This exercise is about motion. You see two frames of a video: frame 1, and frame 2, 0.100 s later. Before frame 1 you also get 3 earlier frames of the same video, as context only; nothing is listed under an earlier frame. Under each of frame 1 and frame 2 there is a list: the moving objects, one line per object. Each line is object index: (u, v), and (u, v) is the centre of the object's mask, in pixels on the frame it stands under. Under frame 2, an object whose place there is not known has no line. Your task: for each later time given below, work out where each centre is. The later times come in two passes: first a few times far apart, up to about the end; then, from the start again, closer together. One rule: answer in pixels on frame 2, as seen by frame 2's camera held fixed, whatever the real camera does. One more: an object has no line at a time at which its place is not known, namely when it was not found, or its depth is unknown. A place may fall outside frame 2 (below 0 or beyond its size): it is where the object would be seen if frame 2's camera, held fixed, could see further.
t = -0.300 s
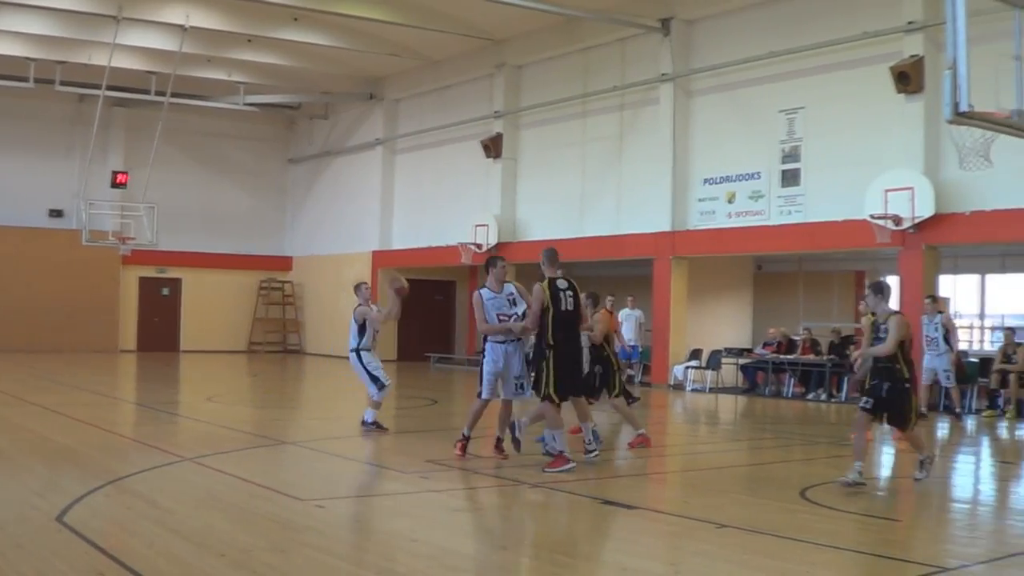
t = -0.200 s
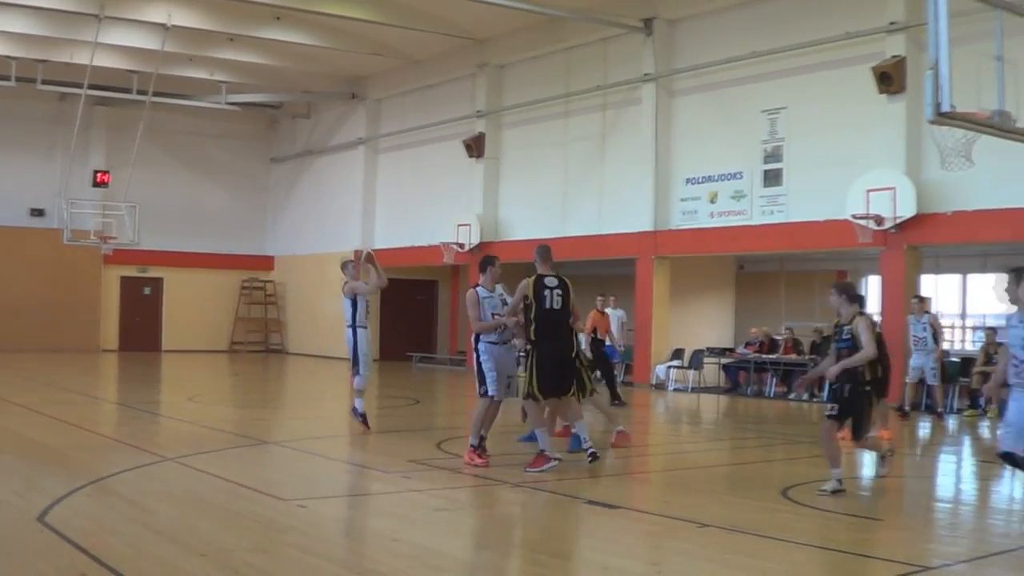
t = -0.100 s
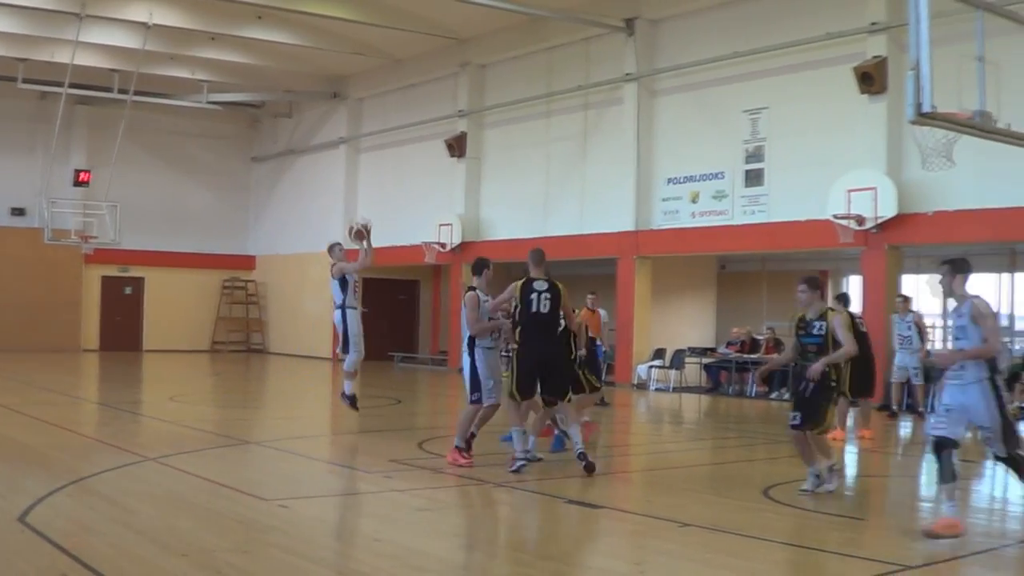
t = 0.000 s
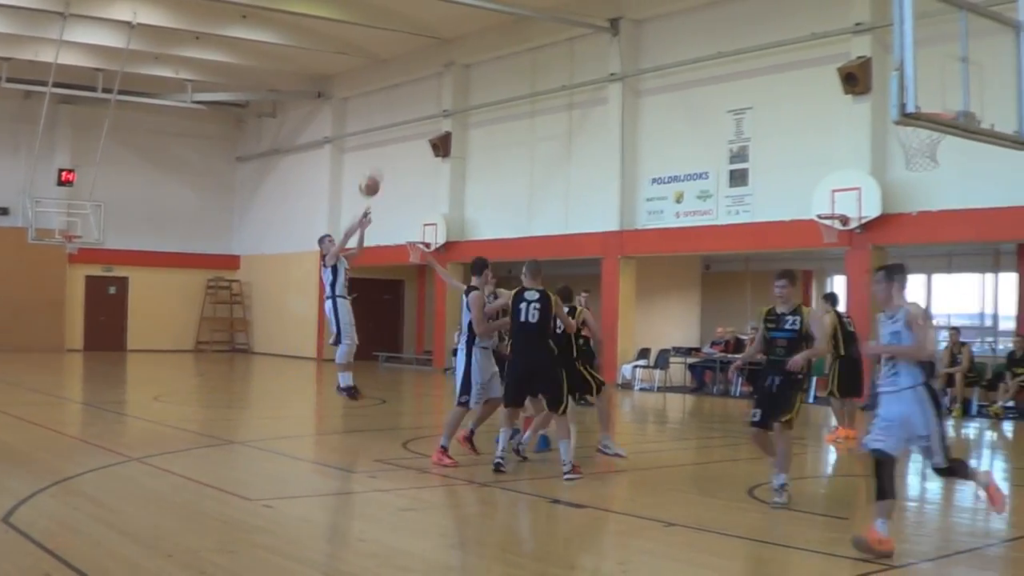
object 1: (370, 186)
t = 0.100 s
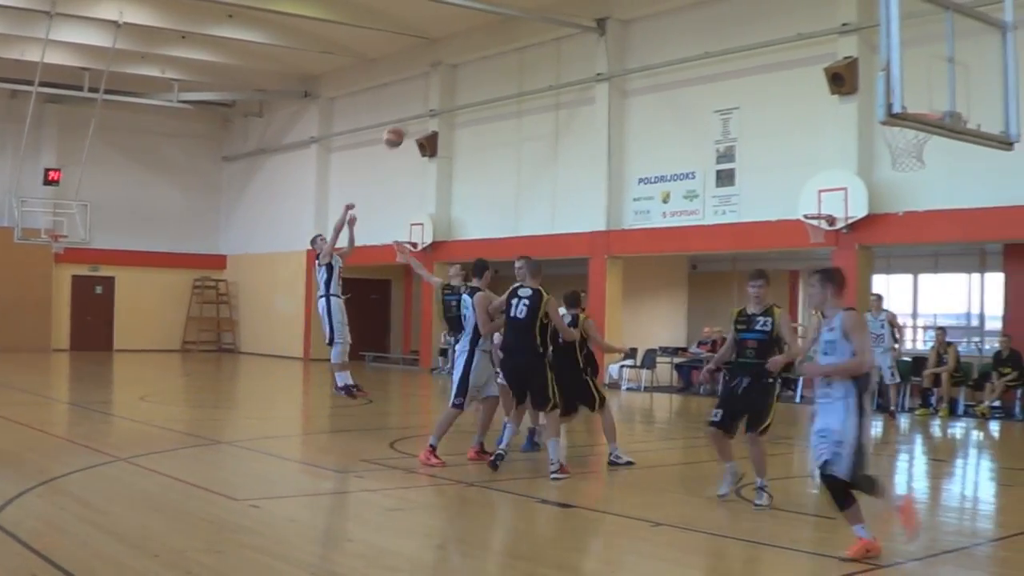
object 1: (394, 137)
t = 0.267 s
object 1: (459, 68)
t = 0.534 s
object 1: (572, 7)
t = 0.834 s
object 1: (717, 6)
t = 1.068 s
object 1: (855, 77)
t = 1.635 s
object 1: (863, 89)
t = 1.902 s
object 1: (806, 183)
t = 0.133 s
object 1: (408, 120)
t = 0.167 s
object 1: (421, 106)
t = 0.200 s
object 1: (433, 95)
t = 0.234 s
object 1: (446, 79)
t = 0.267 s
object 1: (459, 68)
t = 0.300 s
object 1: (471, 59)
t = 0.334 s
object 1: (486, 47)
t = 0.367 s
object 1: (500, 39)
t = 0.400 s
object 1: (512, 30)
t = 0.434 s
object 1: (528, 21)
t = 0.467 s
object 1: (542, 13)
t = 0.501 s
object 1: (555, 10)
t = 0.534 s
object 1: (572, 7)
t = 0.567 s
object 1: (588, 5)
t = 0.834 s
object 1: (717, 6)
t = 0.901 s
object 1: (751, 15)
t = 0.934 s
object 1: (772, 24)
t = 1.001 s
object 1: (808, 45)
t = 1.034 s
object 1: (831, 60)
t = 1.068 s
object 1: (855, 77)
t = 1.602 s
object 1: (869, 82)
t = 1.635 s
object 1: (863, 89)
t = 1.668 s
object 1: (855, 98)
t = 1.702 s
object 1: (850, 105)
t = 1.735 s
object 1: (843, 117)
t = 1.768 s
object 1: (835, 128)
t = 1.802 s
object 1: (828, 139)
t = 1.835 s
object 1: (820, 154)
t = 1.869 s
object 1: (813, 168)
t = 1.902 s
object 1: (806, 183)
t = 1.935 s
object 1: (797, 204)
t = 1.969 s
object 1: (790, 220)
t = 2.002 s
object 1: (784, 240)
